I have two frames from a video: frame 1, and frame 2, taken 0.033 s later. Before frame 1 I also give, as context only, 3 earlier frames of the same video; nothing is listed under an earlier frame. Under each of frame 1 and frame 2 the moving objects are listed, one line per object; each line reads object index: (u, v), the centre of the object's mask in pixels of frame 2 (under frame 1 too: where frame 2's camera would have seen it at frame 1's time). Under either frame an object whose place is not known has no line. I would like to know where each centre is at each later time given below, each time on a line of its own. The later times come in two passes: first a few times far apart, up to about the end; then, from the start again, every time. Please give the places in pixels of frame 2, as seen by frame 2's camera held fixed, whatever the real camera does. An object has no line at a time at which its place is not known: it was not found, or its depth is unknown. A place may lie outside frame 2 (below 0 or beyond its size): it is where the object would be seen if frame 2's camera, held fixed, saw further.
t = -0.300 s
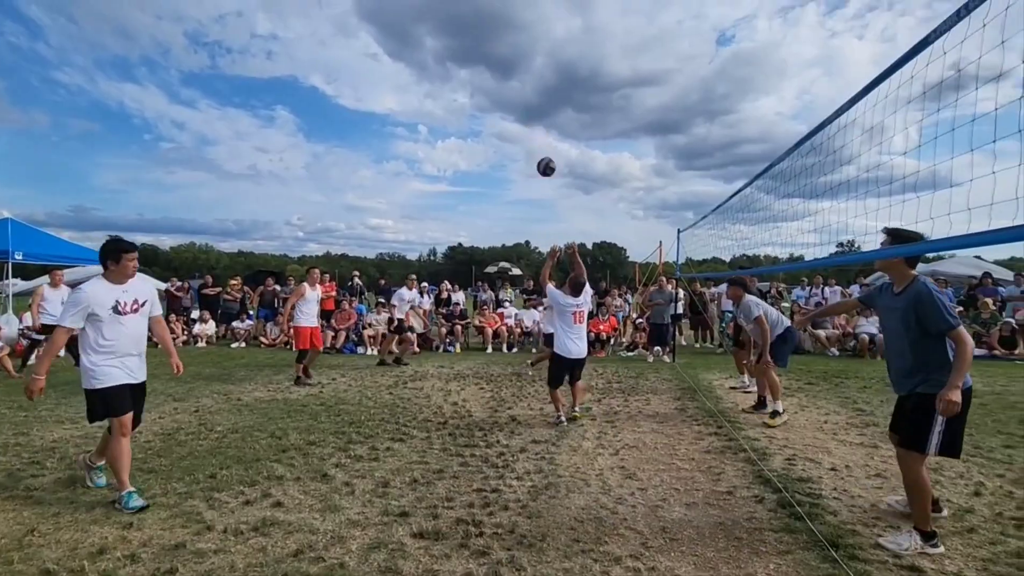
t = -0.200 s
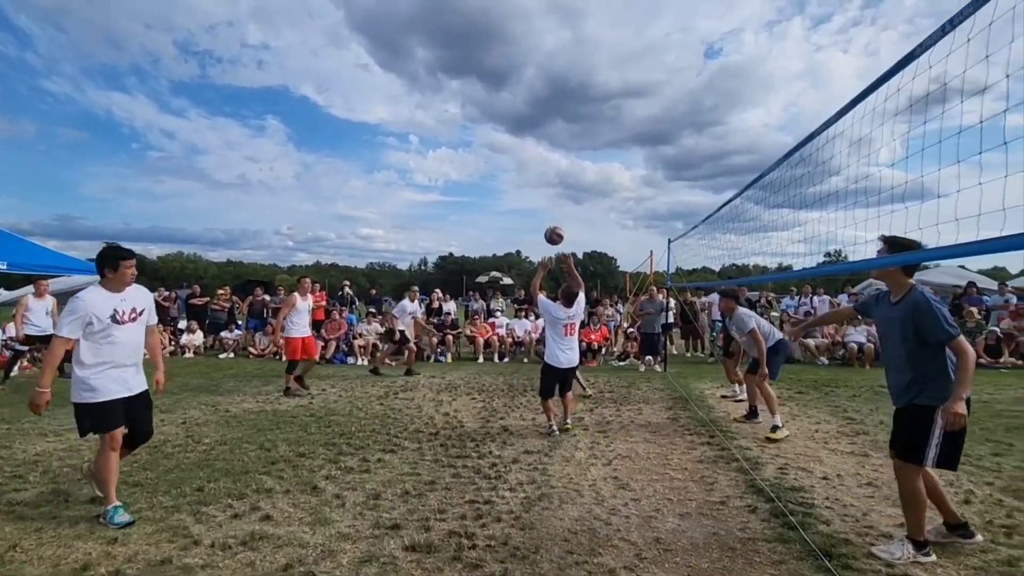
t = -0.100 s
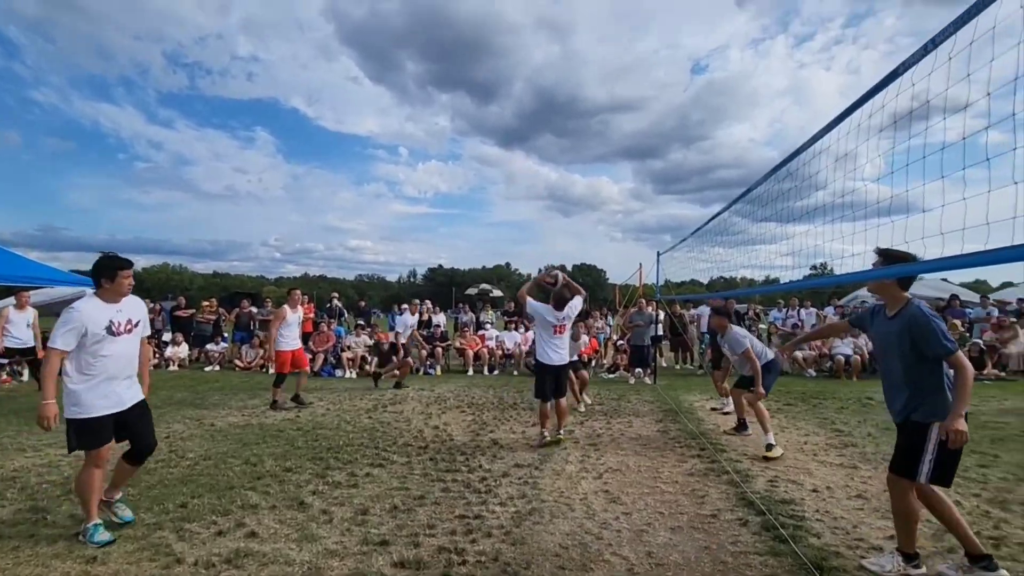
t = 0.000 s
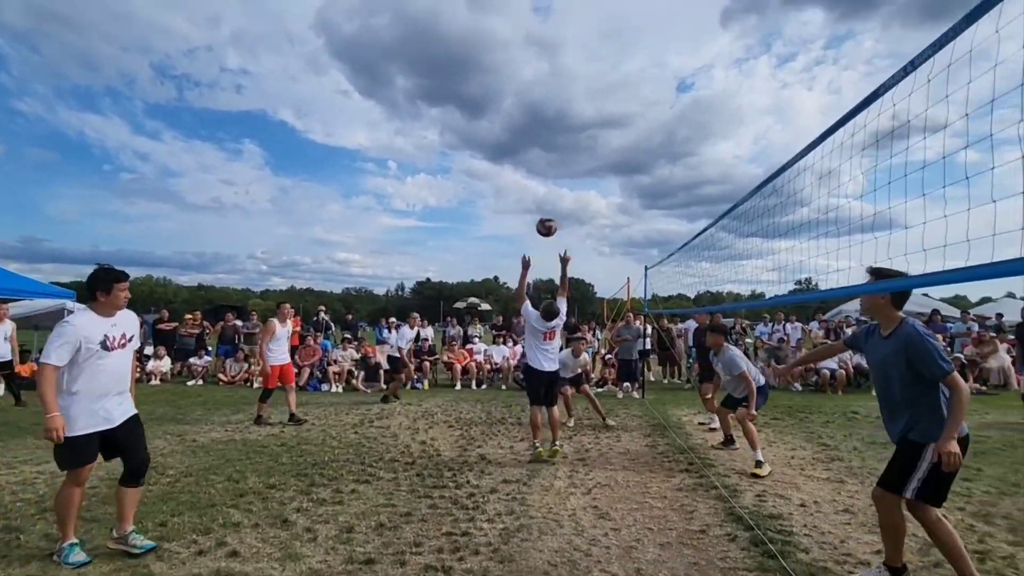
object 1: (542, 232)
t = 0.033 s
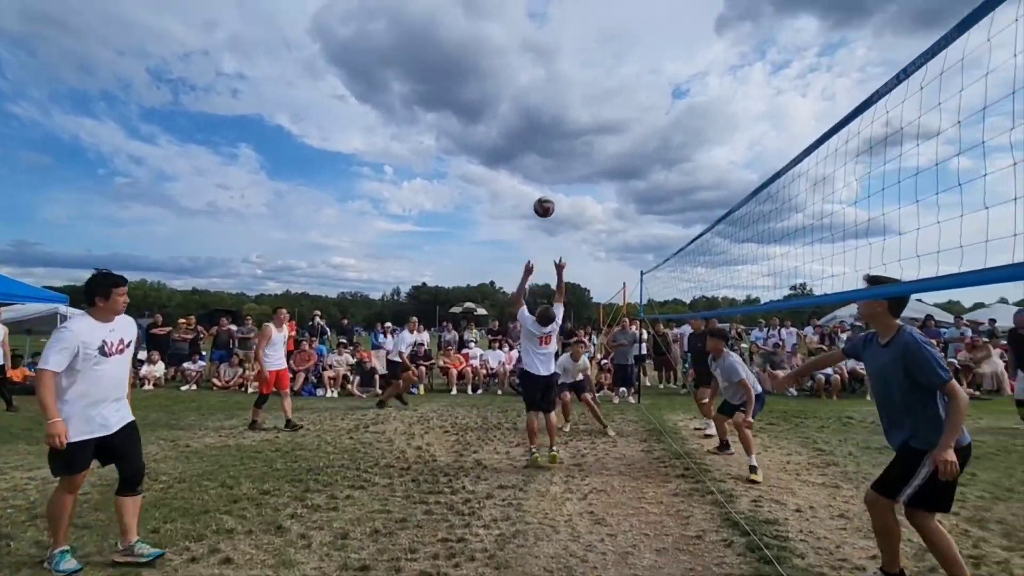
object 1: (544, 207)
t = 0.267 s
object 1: (551, 60)
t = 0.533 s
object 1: (552, -51)
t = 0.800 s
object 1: (561, -82)
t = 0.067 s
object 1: (545, 184)
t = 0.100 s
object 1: (547, 161)
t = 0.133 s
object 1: (548, 139)
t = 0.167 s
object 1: (549, 118)
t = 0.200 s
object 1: (550, 97)
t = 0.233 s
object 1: (551, 78)
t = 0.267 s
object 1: (551, 60)
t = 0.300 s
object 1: (552, 42)
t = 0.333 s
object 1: (552, 26)
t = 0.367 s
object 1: (552, 11)
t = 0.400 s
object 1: (552, -4)
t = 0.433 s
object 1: (552, -17)
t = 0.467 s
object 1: (552, -30)
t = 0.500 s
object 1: (552, -41)
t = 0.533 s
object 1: (552, -51)
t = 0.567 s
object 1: (552, -59)
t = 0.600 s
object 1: (553, -66)
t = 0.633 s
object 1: (554, -72)
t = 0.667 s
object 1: (555, -76)
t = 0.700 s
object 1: (556, -79)
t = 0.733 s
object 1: (557, -81)
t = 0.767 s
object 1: (559, -82)
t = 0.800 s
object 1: (561, -82)
